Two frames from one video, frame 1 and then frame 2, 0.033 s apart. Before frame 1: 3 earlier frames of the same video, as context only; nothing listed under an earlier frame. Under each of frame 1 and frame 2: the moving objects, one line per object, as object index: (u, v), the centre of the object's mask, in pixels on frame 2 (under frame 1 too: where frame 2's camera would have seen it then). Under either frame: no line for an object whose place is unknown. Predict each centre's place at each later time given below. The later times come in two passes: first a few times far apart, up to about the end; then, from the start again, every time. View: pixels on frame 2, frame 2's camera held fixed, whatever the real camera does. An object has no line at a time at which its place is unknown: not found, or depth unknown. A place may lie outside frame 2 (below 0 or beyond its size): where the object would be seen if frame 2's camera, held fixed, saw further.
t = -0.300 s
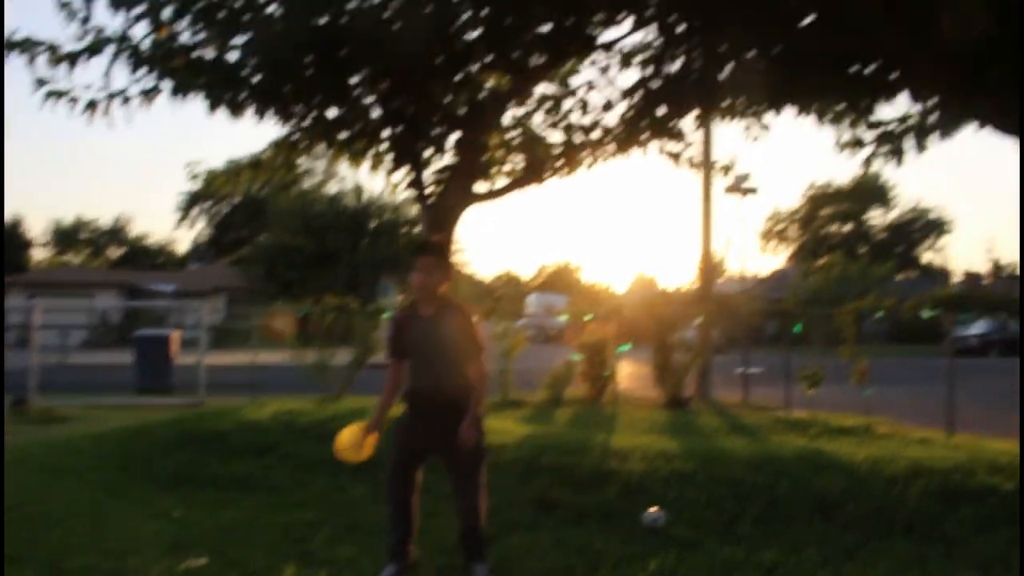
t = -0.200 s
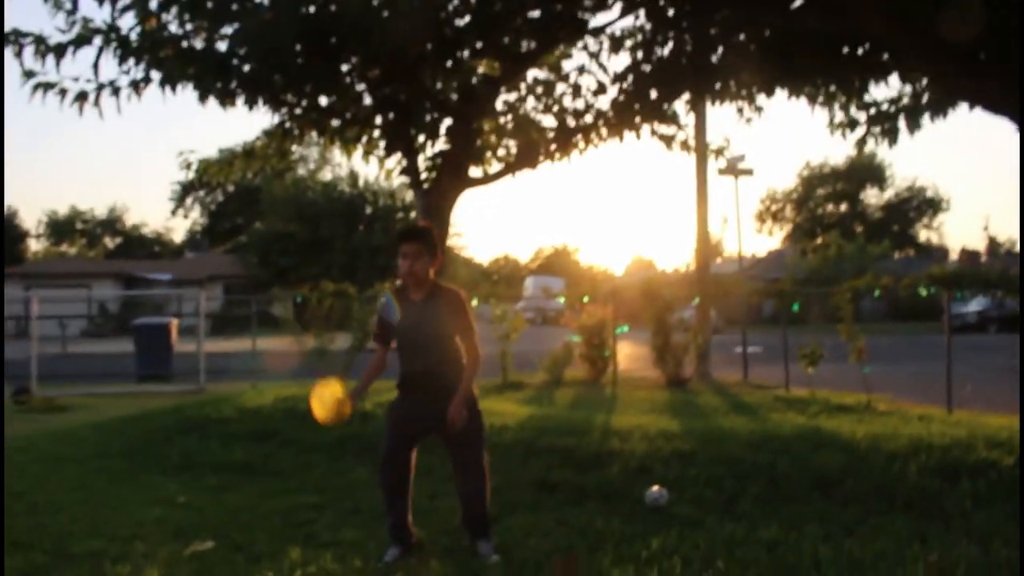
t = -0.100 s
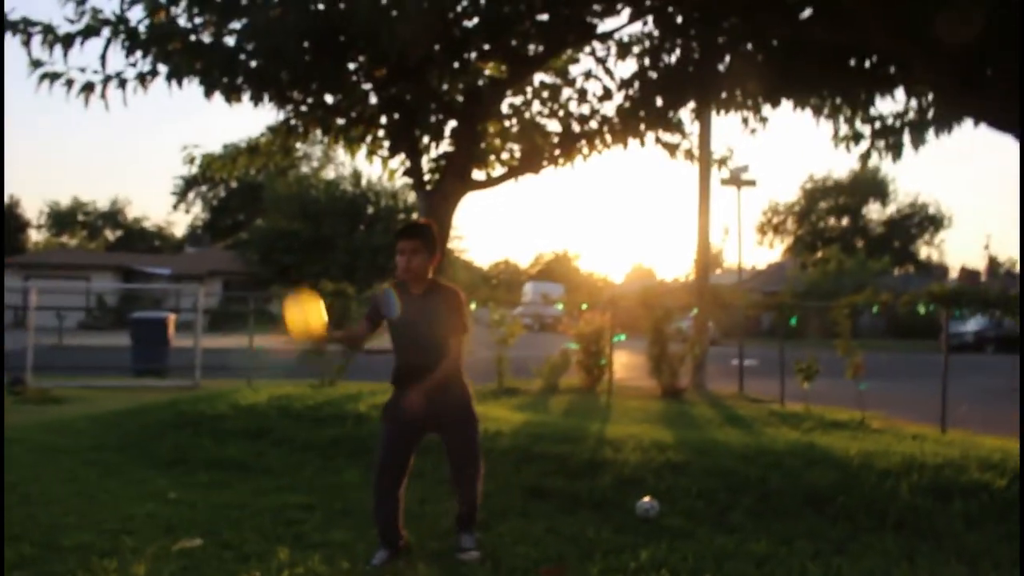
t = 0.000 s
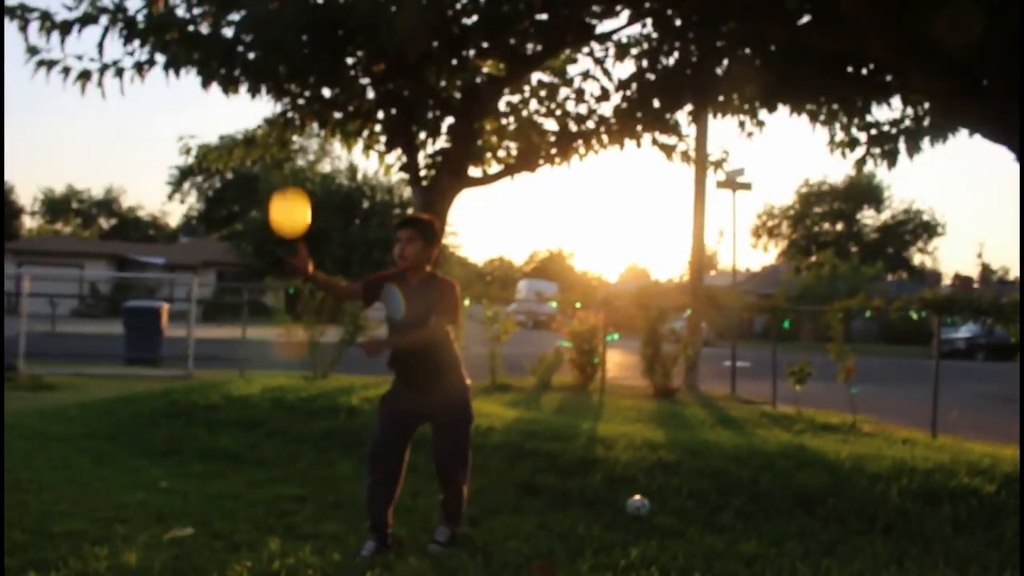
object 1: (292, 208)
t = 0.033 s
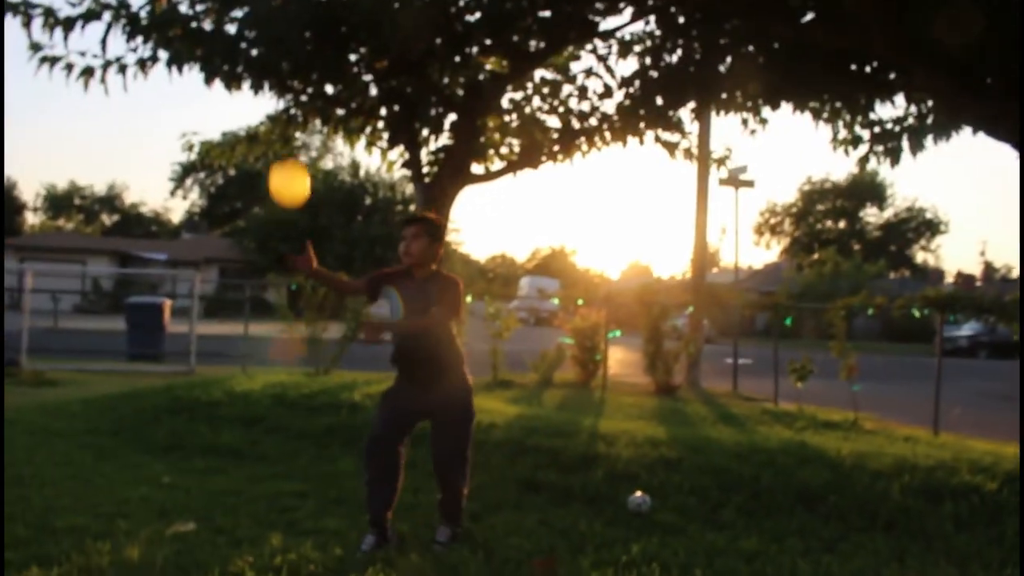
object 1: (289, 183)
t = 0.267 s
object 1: (267, 79)
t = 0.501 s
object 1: (240, 127)
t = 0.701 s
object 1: (214, 280)
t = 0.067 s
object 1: (286, 161)
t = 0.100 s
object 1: (283, 140)
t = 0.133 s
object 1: (282, 125)
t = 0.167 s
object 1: (278, 110)
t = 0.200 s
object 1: (274, 97)
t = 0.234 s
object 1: (269, 86)
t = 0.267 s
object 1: (267, 79)
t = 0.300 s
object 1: (264, 76)
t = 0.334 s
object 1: (261, 78)
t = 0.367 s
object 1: (257, 81)
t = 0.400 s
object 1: (252, 87)
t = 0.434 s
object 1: (247, 97)
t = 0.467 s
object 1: (244, 110)
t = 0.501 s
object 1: (240, 127)
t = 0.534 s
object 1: (236, 145)
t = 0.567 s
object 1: (231, 164)
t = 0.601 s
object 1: (227, 189)
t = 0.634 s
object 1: (223, 216)
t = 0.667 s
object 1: (218, 246)
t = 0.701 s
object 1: (214, 280)
